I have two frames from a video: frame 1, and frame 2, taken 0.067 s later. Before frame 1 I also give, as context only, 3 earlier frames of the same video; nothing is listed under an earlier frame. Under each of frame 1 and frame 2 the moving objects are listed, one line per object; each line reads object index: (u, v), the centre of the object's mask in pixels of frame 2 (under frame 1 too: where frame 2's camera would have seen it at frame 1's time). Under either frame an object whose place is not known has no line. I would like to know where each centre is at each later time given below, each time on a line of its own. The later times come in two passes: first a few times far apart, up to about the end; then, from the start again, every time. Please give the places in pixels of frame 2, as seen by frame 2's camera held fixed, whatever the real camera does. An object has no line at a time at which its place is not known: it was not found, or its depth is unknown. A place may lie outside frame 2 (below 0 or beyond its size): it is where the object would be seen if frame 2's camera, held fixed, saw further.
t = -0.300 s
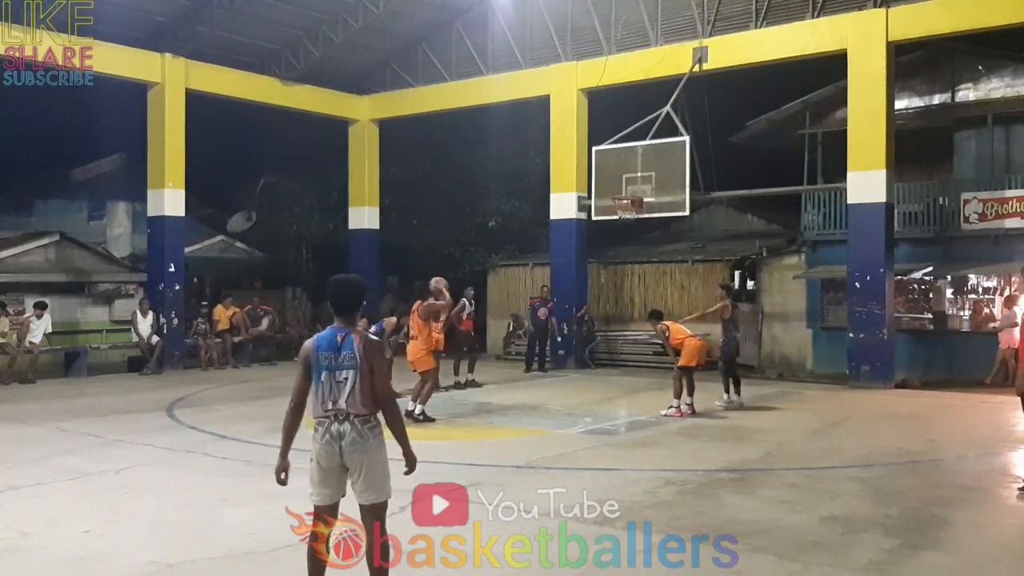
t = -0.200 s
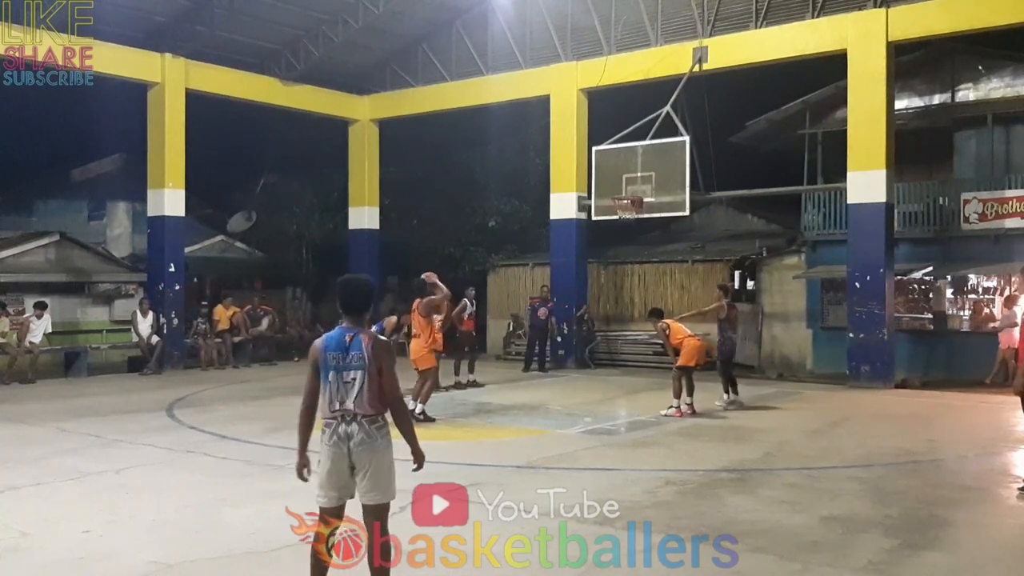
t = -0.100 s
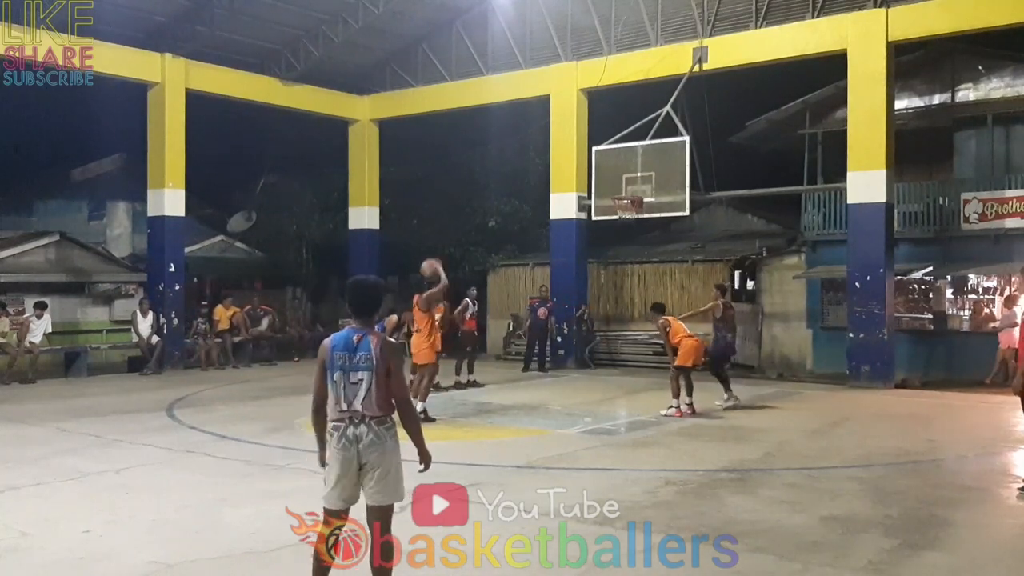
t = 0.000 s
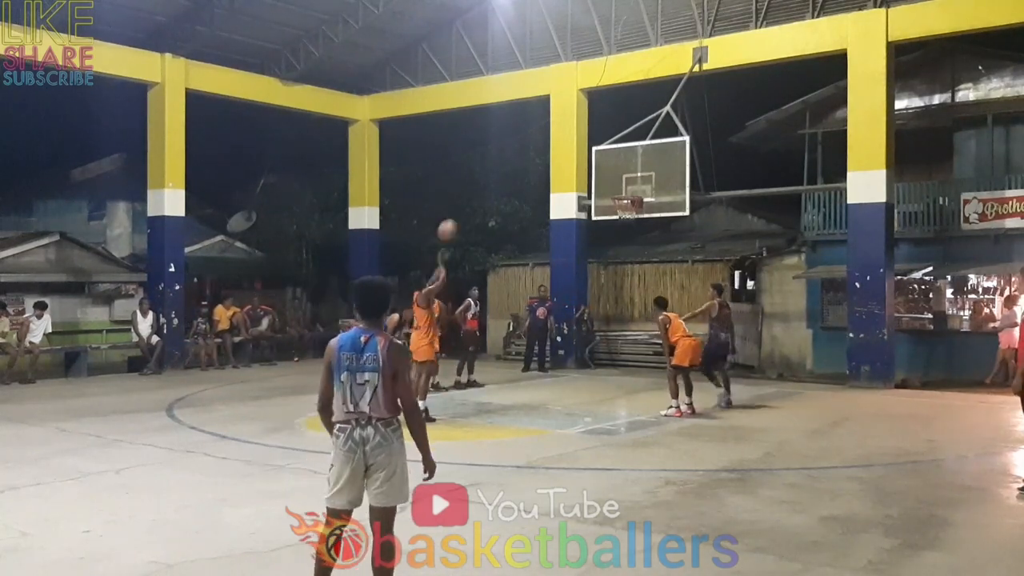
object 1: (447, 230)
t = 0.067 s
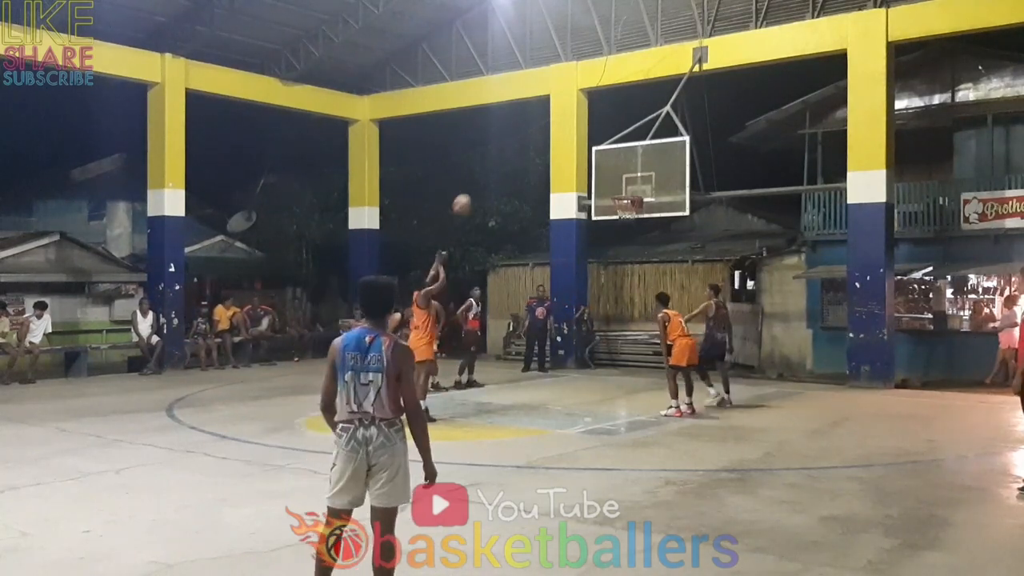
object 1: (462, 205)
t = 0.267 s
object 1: (504, 151)
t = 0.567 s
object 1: (559, 130)
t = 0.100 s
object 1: (469, 194)
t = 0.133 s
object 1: (476, 182)
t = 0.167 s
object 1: (483, 174)
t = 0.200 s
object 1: (490, 166)
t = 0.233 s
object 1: (497, 157)
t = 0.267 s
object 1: (504, 151)
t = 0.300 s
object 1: (510, 145)
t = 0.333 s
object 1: (516, 140)
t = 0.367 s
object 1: (523, 137)
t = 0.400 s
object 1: (529, 133)
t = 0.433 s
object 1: (535, 131)
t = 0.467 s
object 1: (541, 130)
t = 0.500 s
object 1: (547, 129)
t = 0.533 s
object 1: (553, 129)
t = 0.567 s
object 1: (559, 130)
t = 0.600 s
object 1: (564, 132)
